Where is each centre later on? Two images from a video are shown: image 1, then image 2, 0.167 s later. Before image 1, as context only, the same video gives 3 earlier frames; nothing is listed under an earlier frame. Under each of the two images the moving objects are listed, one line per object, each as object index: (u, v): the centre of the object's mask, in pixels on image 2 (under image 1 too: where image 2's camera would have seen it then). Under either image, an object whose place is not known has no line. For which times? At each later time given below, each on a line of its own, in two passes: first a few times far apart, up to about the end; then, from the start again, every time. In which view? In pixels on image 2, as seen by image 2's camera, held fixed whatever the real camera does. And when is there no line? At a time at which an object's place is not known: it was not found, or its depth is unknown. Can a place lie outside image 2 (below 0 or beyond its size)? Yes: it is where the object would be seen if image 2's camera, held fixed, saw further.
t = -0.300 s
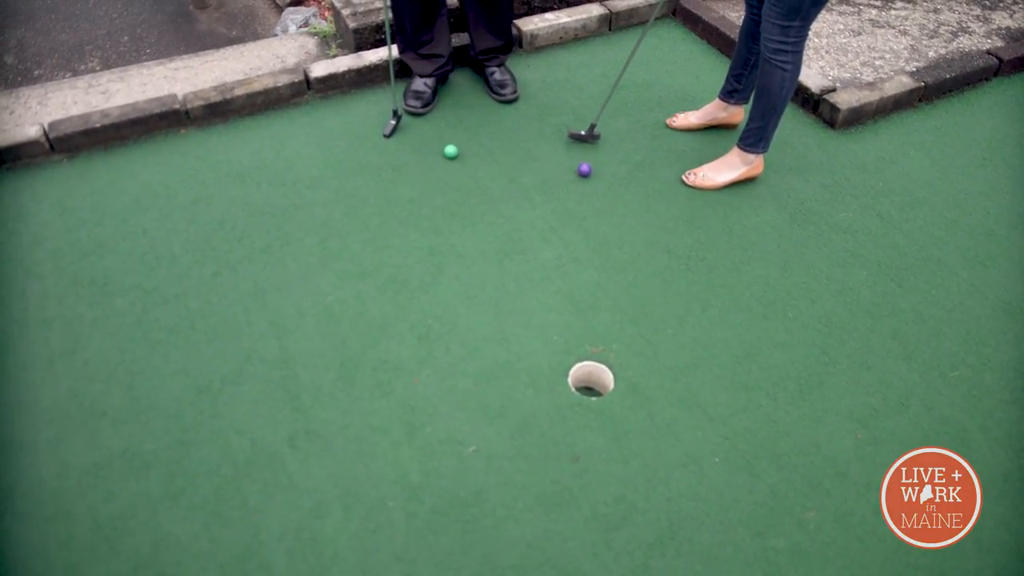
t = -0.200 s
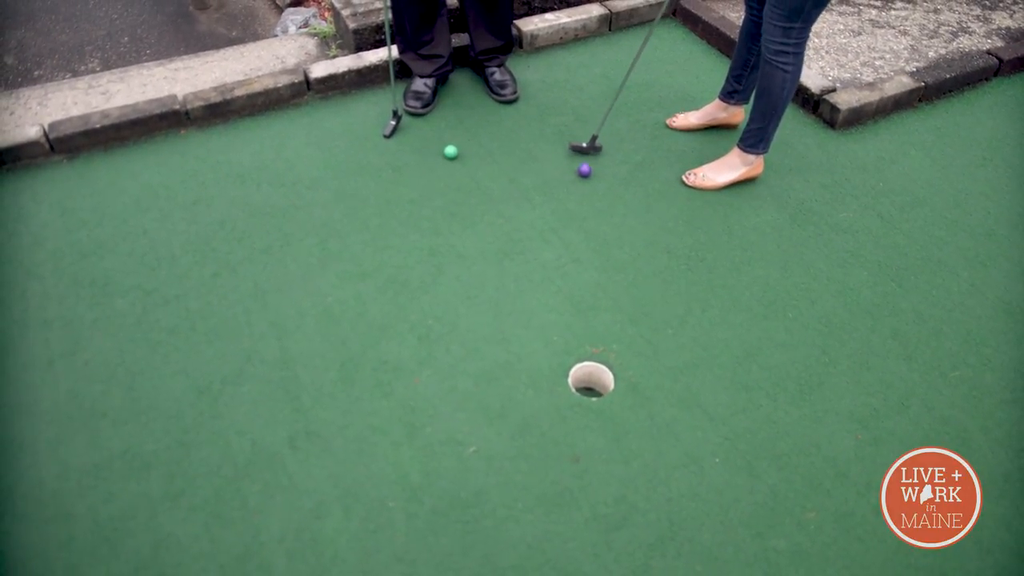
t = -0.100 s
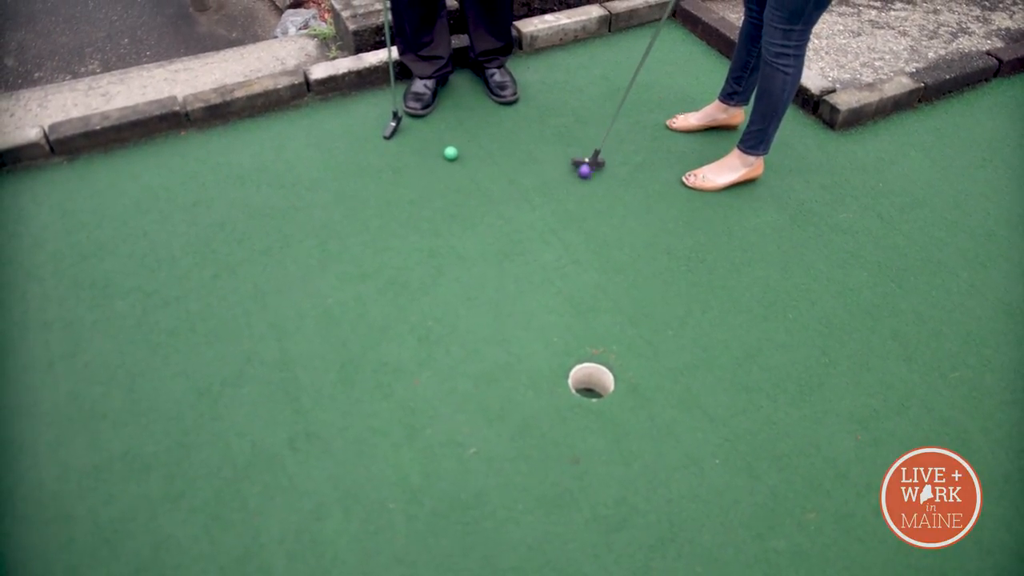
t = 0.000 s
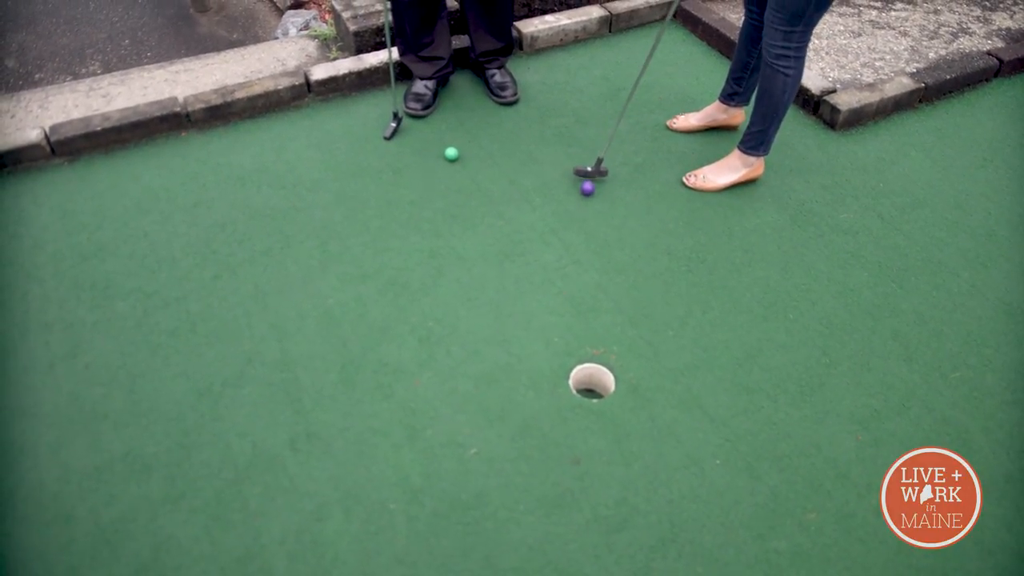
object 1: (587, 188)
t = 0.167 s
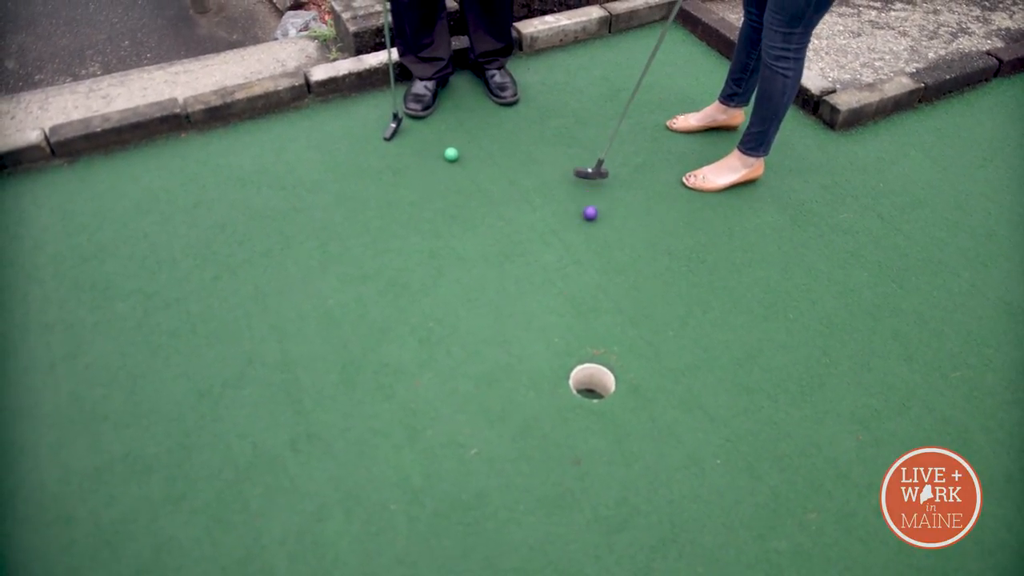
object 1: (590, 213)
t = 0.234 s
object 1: (591, 223)
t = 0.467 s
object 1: (593, 253)
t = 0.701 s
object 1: (593, 279)
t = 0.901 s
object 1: (593, 297)
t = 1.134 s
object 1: (587, 311)
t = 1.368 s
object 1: (583, 320)
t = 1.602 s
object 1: (580, 321)
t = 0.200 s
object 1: (590, 218)
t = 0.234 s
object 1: (591, 223)
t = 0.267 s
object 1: (591, 227)
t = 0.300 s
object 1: (591, 231)
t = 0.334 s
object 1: (592, 236)
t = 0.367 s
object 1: (592, 240)
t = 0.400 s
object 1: (593, 244)
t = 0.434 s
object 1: (592, 249)
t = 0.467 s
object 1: (593, 253)
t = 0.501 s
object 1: (593, 257)
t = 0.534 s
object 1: (593, 260)
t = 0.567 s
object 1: (593, 264)
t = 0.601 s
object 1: (593, 268)
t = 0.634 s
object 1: (593, 272)
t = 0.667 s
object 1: (593, 276)
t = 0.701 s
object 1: (593, 279)
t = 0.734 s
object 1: (593, 283)
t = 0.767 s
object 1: (593, 286)
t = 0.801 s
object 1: (593, 289)
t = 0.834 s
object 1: (593, 291)
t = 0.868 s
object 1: (593, 294)
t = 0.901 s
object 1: (593, 297)
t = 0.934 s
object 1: (593, 300)
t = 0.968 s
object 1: (592, 303)
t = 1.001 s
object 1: (591, 305)
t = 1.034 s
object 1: (590, 307)
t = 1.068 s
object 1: (589, 309)
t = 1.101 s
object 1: (588, 310)
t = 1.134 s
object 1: (587, 311)
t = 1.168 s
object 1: (587, 313)
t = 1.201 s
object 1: (586, 314)
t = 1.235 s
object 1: (585, 316)
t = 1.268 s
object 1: (585, 317)
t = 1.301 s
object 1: (584, 318)
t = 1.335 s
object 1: (583, 319)
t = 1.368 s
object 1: (583, 320)
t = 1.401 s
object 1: (582, 320)
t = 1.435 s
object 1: (581, 321)
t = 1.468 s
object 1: (581, 321)
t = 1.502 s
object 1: (581, 322)
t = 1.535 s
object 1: (580, 321)
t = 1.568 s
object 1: (580, 322)
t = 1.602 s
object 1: (580, 321)
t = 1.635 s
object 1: (581, 321)
